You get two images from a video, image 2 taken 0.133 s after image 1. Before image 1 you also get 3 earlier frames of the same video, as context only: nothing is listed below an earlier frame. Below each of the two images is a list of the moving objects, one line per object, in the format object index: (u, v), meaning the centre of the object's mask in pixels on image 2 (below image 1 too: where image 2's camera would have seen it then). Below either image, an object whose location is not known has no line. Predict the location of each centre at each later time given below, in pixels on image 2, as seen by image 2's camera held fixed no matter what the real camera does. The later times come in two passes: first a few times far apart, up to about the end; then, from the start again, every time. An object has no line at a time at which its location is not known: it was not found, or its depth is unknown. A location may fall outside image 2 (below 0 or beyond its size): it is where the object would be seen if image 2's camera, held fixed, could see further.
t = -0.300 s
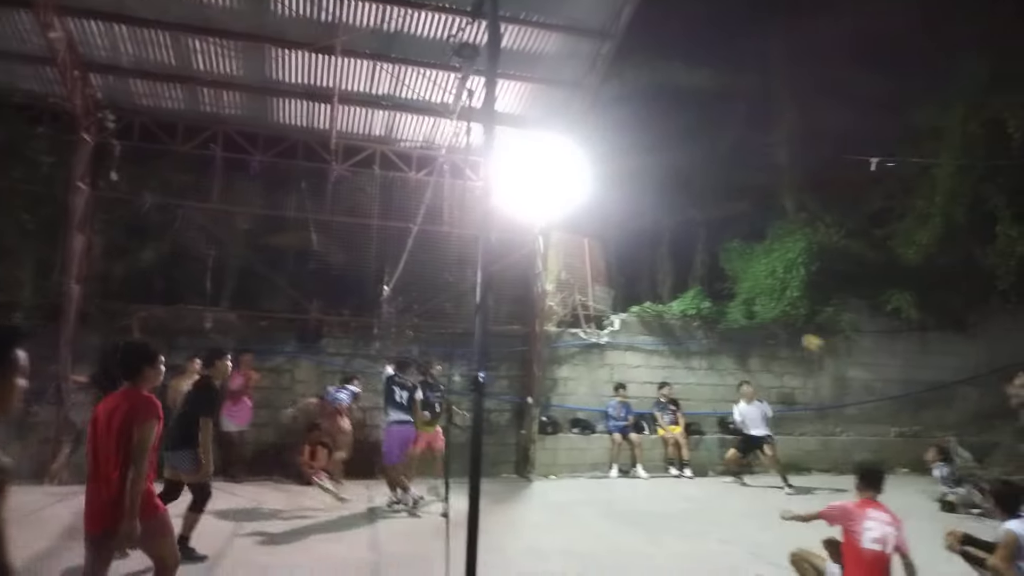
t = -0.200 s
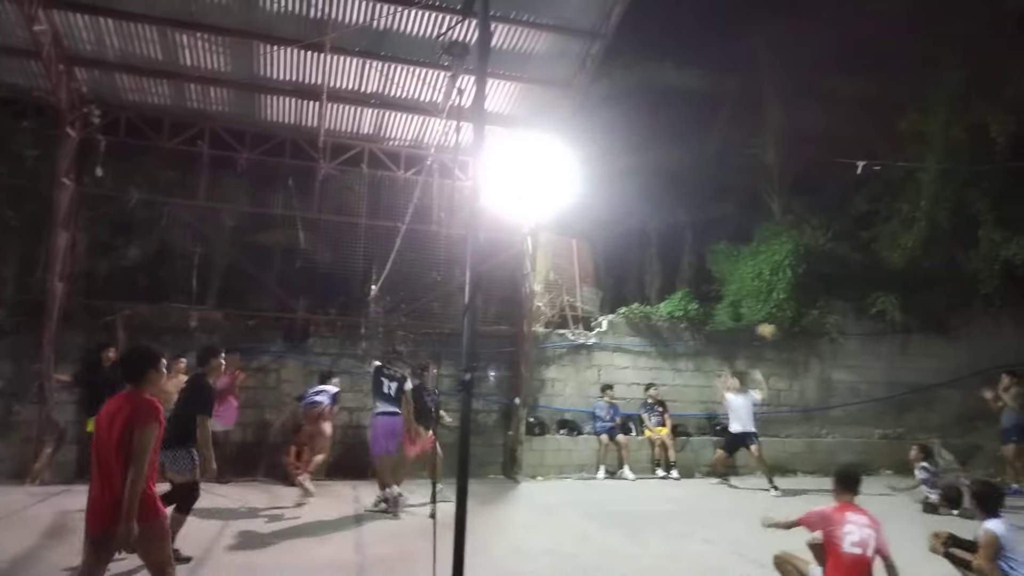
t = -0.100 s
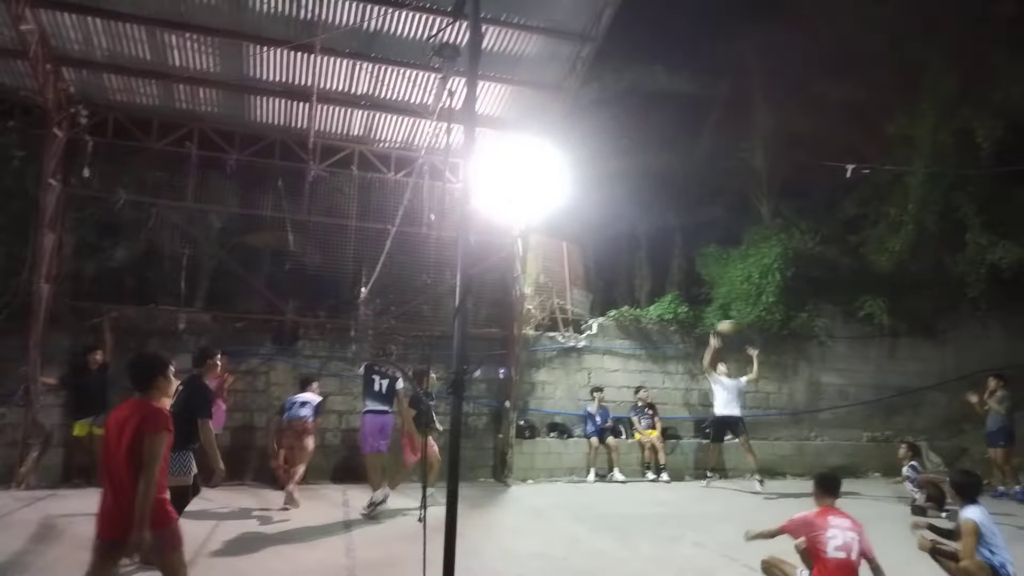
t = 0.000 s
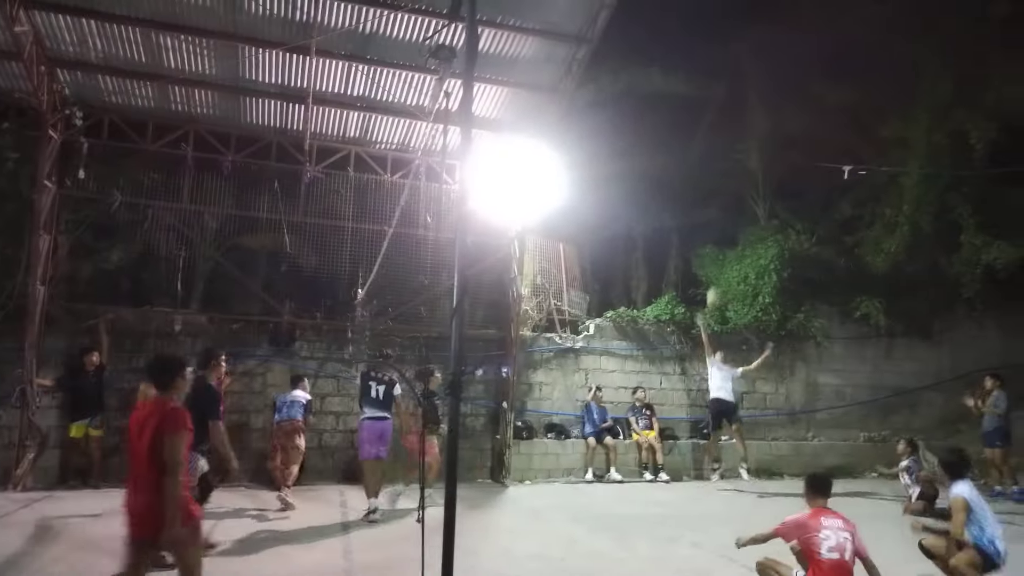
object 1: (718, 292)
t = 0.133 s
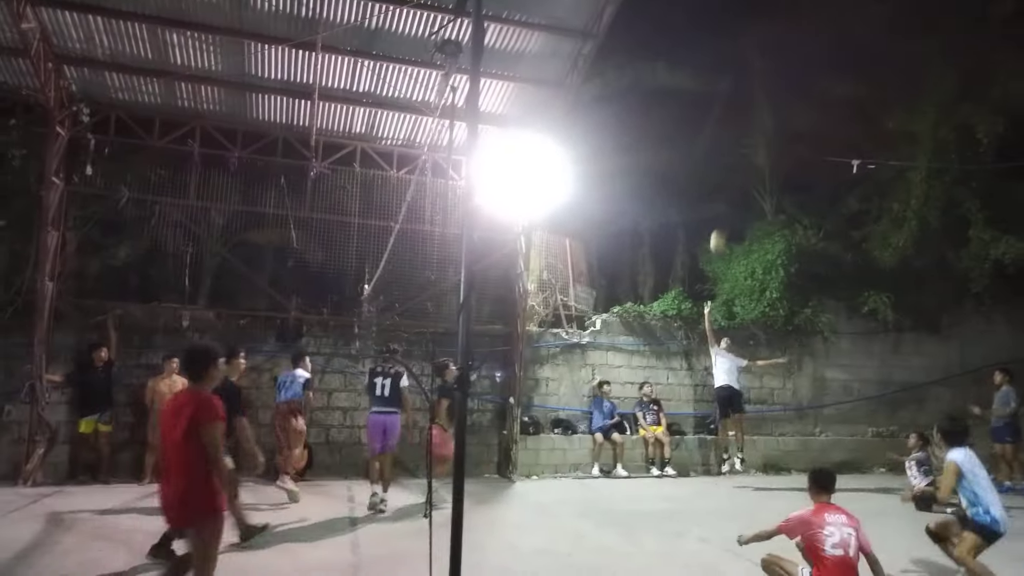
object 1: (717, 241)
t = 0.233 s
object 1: (716, 208)
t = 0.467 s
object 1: (712, 153)
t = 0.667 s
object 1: (709, 134)
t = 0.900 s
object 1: (702, 160)
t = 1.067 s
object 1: (697, 214)
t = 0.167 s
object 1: (717, 229)
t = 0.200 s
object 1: (717, 218)
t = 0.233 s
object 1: (716, 208)
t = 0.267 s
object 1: (716, 198)
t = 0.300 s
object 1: (715, 189)
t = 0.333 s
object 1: (715, 180)
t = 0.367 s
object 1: (714, 173)
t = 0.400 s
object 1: (714, 165)
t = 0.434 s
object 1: (713, 159)
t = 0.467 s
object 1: (712, 153)
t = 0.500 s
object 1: (712, 148)
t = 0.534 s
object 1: (711, 143)
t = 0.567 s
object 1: (710, 140)
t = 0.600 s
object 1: (710, 137)
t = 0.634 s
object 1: (709, 136)
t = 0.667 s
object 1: (709, 134)
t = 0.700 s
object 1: (708, 135)
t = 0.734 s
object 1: (707, 137)
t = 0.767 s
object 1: (706, 140)
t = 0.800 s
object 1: (705, 143)
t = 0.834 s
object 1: (704, 148)
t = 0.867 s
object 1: (703, 153)
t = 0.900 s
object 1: (702, 160)
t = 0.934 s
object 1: (701, 168)
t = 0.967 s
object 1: (701, 177)
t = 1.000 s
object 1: (699, 188)
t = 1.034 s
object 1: (699, 200)
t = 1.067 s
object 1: (697, 214)
